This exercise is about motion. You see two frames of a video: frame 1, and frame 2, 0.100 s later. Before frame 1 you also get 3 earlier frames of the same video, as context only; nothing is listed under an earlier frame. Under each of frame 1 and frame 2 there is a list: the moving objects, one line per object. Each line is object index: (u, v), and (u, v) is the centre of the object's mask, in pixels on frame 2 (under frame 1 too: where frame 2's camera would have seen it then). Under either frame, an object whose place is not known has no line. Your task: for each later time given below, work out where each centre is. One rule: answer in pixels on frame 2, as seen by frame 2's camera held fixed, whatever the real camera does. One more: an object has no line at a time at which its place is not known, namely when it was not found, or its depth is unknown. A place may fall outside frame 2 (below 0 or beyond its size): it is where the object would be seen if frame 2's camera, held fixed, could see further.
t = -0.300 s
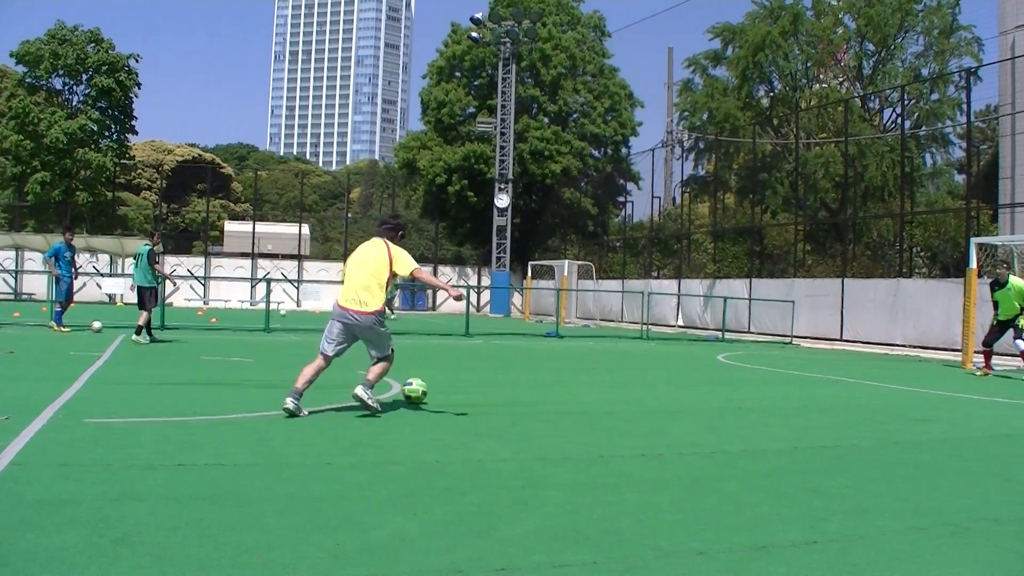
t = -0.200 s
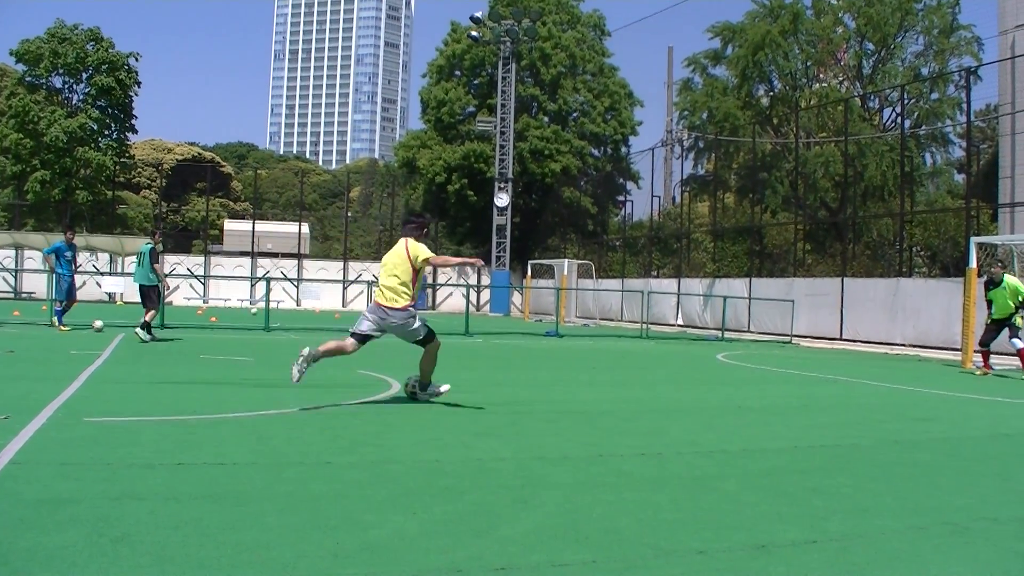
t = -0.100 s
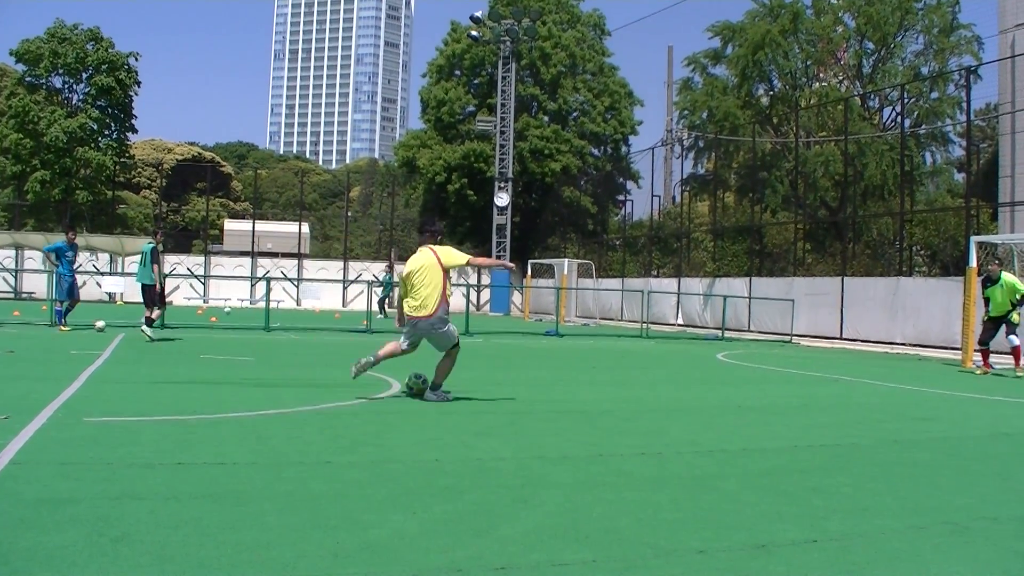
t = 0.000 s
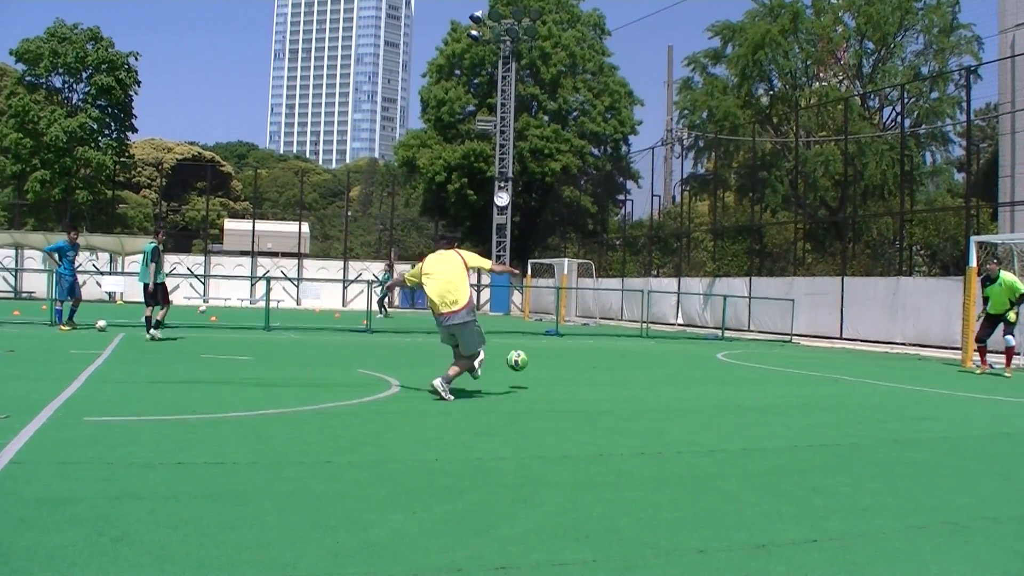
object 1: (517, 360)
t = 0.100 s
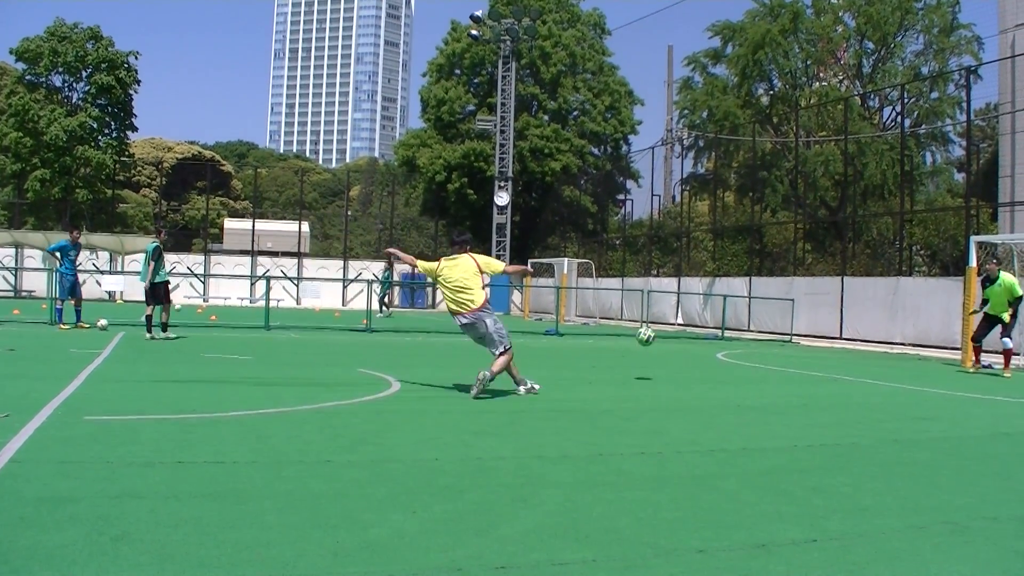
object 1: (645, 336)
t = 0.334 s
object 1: (847, 320)
